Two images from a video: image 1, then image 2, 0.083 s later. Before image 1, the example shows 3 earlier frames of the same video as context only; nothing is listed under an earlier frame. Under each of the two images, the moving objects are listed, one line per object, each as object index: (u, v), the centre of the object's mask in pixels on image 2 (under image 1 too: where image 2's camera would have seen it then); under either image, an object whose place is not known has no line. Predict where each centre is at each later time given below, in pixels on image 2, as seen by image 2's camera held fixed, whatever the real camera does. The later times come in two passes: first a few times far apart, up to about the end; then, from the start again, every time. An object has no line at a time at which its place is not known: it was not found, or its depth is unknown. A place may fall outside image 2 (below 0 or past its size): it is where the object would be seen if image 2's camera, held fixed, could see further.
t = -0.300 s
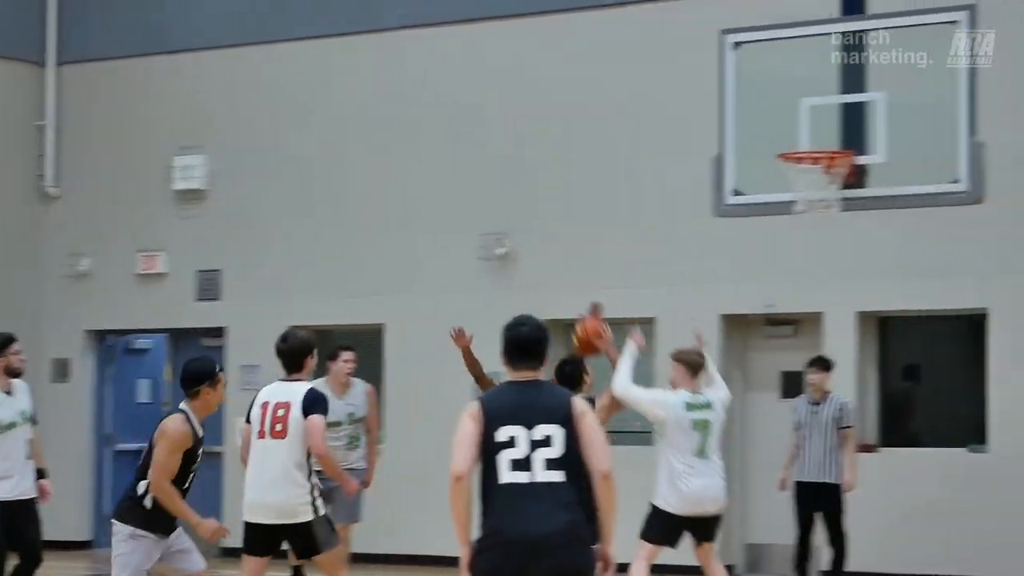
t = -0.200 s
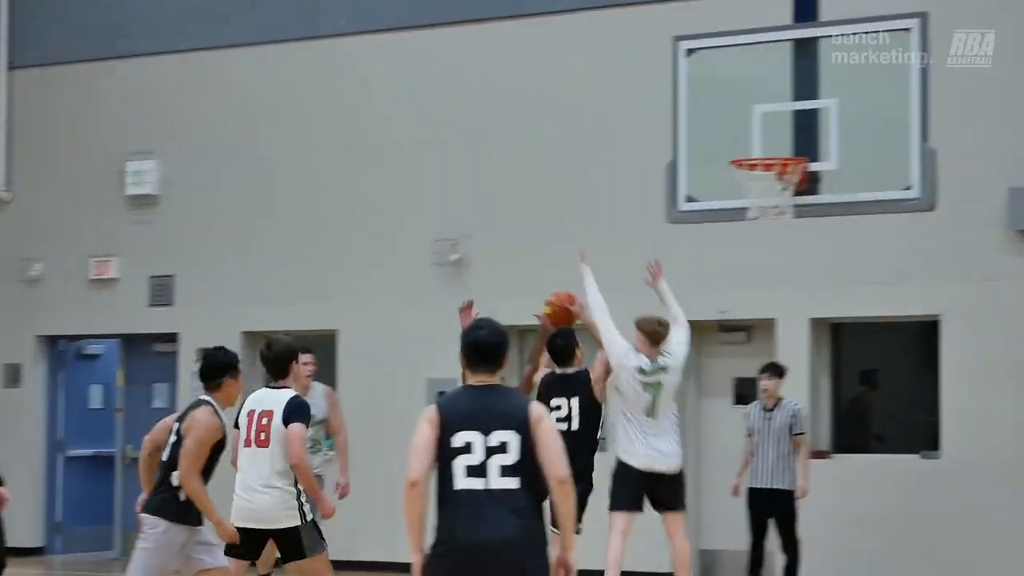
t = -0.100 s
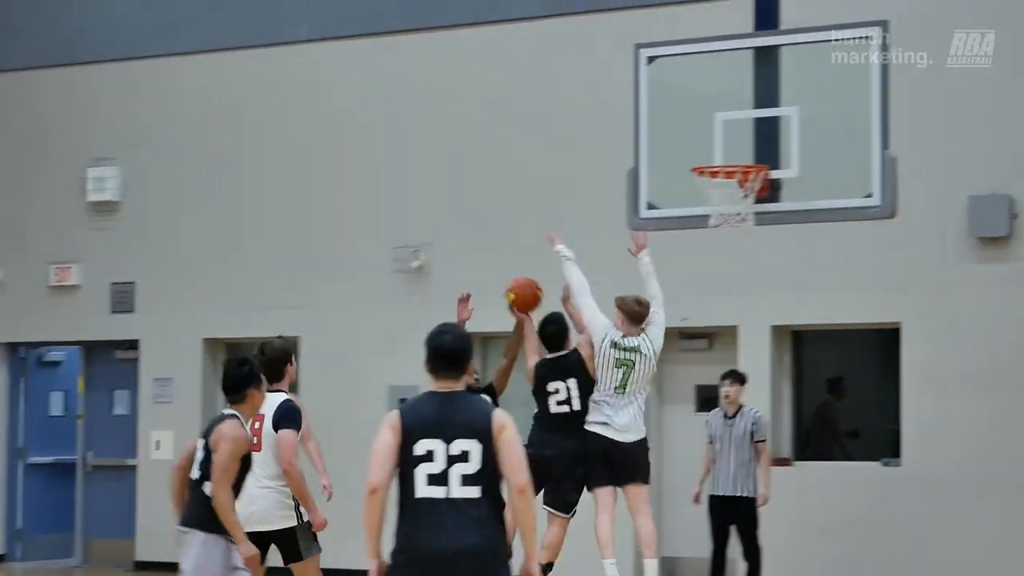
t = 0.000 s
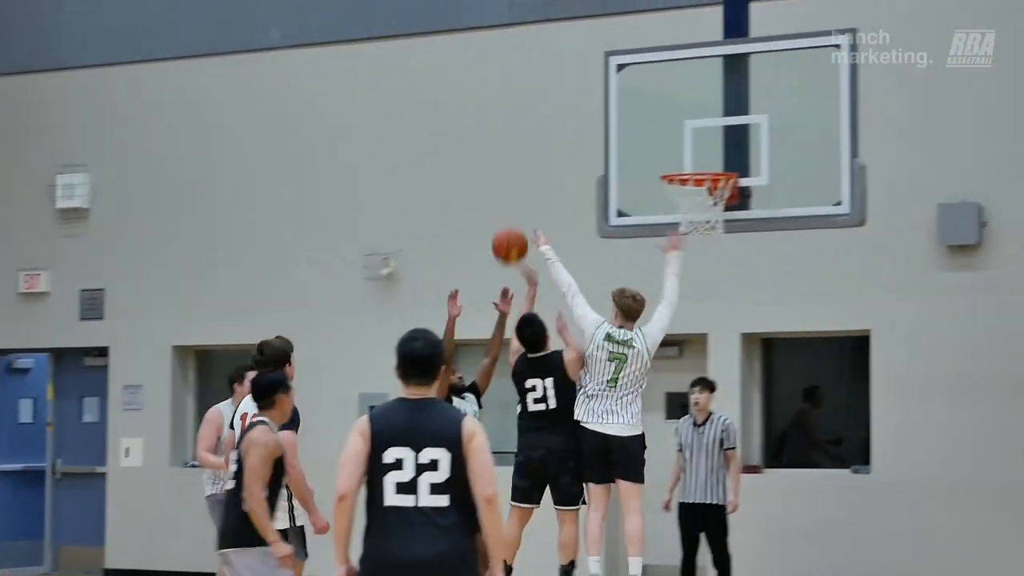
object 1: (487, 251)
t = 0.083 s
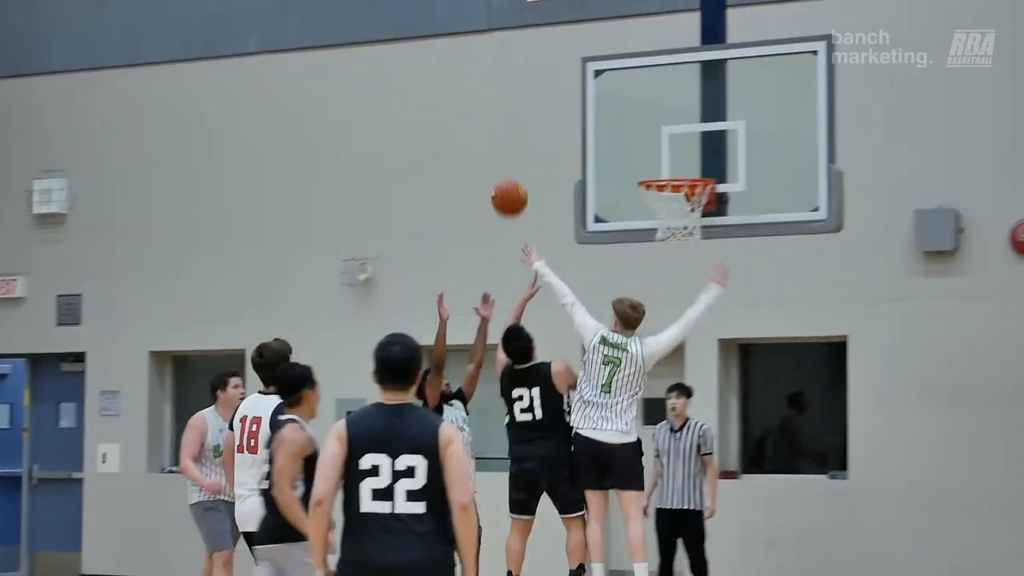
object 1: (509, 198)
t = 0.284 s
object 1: (560, 113)
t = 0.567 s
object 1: (600, 101)
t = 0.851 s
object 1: (604, 216)
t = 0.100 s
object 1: (514, 189)
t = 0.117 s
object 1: (518, 180)
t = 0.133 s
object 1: (522, 171)
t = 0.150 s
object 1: (526, 163)
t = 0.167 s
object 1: (531, 156)
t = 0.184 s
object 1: (535, 149)
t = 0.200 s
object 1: (539, 142)
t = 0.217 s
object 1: (544, 136)
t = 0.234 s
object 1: (548, 129)
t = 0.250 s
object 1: (552, 124)
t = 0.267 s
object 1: (556, 119)
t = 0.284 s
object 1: (560, 113)
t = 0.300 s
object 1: (565, 108)
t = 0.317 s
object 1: (569, 105)
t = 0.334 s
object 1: (573, 102)
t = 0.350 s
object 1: (577, 98)
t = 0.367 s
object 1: (581, 96)
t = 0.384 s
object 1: (585, 94)
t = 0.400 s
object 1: (589, 92)
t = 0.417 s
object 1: (593, 90)
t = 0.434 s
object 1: (597, 89)
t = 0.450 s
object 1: (599, 89)
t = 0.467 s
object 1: (599, 89)
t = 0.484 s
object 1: (600, 90)
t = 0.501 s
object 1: (600, 92)
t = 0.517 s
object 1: (600, 93)
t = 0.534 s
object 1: (600, 96)
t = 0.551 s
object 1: (600, 99)
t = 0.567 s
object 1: (600, 101)
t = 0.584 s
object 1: (601, 105)
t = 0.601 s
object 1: (601, 109)
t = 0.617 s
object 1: (601, 112)
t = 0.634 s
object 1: (601, 117)
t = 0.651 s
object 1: (602, 122)
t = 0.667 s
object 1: (601, 128)
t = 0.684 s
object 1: (601, 133)
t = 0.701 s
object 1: (601, 140)
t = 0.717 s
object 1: (602, 146)
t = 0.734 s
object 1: (602, 154)
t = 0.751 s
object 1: (602, 161)
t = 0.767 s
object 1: (603, 169)
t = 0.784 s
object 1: (602, 178)
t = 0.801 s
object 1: (603, 187)
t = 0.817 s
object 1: (603, 196)
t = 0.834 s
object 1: (604, 206)
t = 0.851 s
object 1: (604, 216)
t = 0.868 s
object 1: (603, 227)
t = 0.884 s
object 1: (604, 239)
